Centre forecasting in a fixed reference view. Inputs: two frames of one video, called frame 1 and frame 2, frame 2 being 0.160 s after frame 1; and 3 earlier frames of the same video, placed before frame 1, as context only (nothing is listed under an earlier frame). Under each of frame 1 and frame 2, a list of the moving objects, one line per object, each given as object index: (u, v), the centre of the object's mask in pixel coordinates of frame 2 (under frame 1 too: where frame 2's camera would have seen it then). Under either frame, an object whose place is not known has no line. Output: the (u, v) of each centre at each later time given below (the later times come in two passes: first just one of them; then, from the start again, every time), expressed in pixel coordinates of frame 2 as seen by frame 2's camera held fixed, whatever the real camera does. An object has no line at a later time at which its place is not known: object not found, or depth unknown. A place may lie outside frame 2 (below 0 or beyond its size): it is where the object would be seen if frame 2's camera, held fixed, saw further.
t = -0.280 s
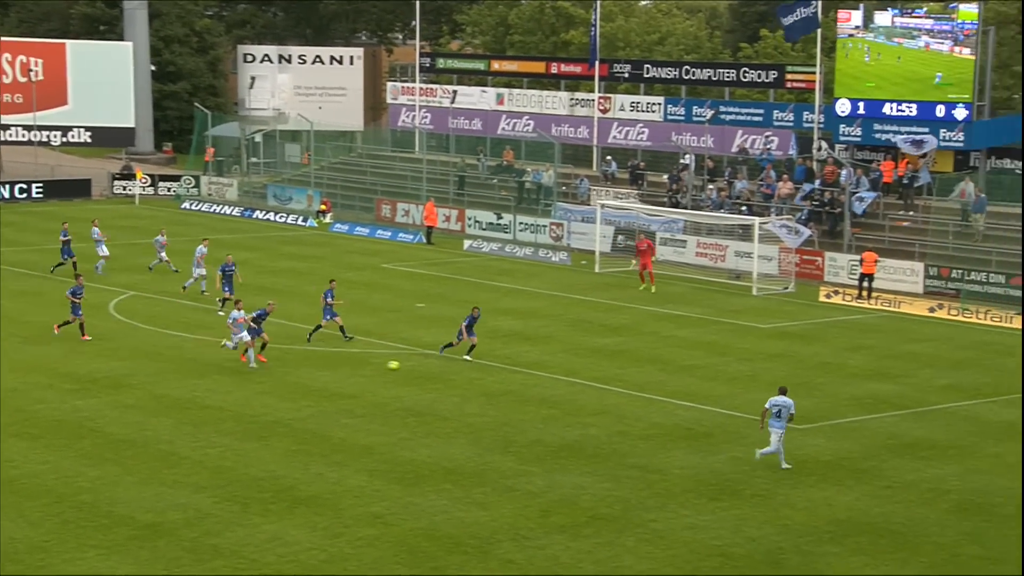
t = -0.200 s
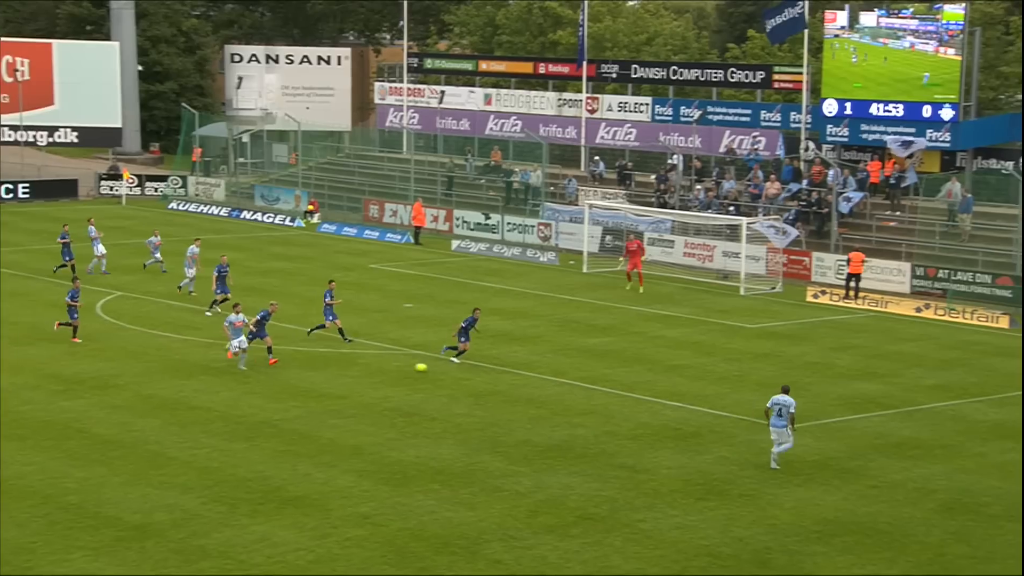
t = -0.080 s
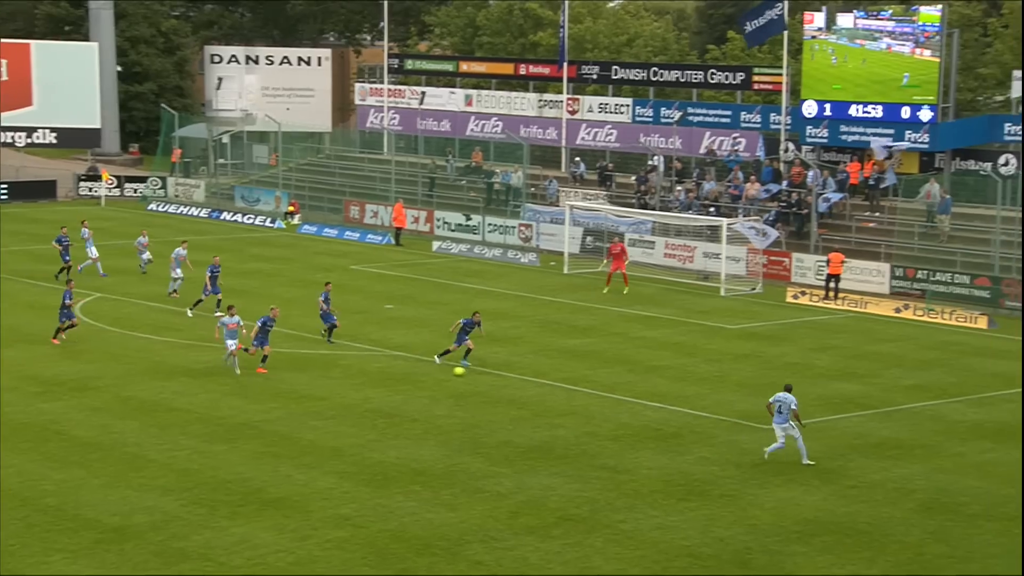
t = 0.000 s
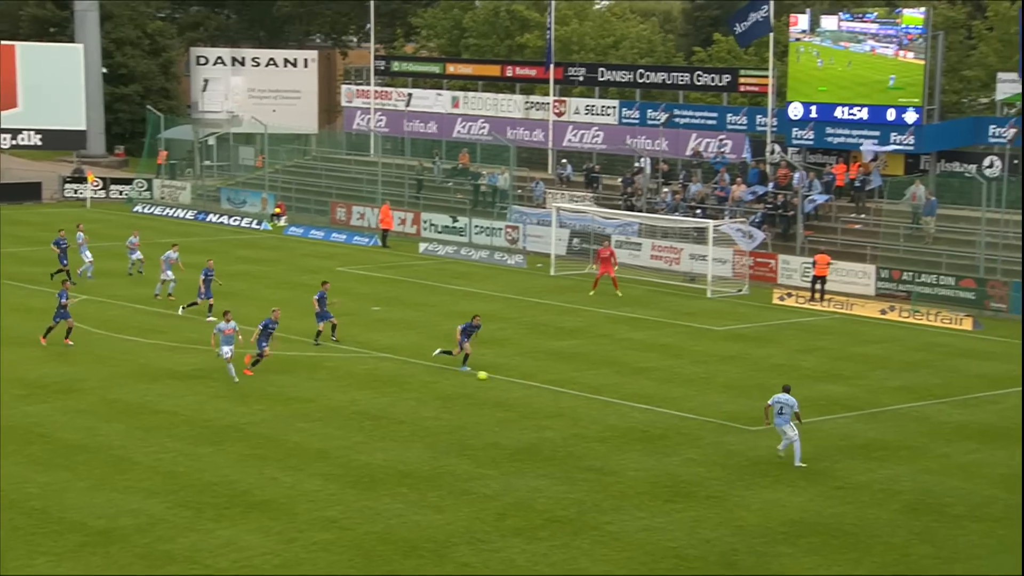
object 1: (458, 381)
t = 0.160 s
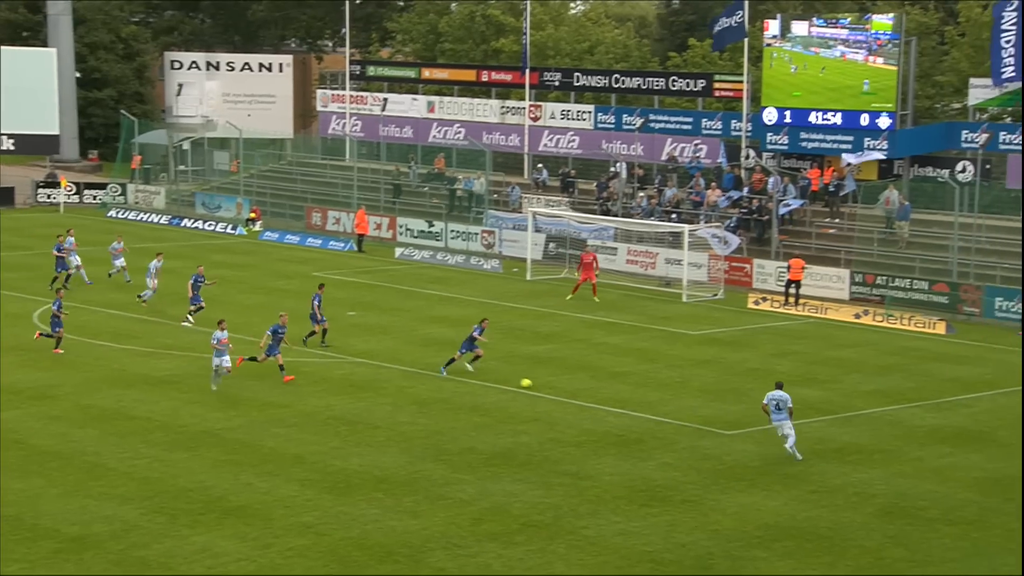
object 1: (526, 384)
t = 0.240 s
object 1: (557, 385)
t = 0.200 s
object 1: (542, 385)
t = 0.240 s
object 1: (557, 385)
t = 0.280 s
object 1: (572, 386)
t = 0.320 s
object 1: (587, 387)
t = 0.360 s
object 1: (602, 389)
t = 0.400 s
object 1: (615, 389)
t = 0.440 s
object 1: (629, 390)
